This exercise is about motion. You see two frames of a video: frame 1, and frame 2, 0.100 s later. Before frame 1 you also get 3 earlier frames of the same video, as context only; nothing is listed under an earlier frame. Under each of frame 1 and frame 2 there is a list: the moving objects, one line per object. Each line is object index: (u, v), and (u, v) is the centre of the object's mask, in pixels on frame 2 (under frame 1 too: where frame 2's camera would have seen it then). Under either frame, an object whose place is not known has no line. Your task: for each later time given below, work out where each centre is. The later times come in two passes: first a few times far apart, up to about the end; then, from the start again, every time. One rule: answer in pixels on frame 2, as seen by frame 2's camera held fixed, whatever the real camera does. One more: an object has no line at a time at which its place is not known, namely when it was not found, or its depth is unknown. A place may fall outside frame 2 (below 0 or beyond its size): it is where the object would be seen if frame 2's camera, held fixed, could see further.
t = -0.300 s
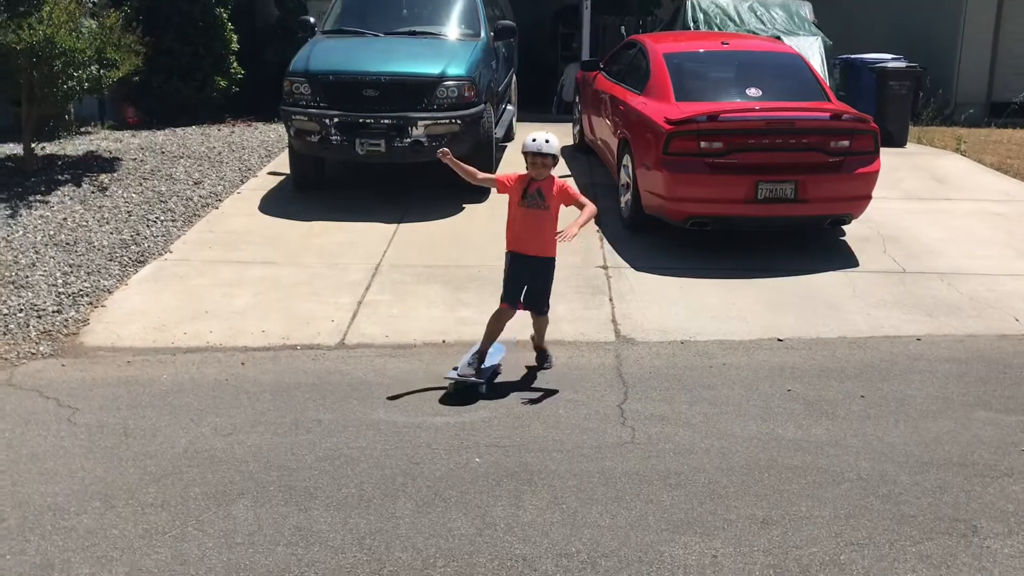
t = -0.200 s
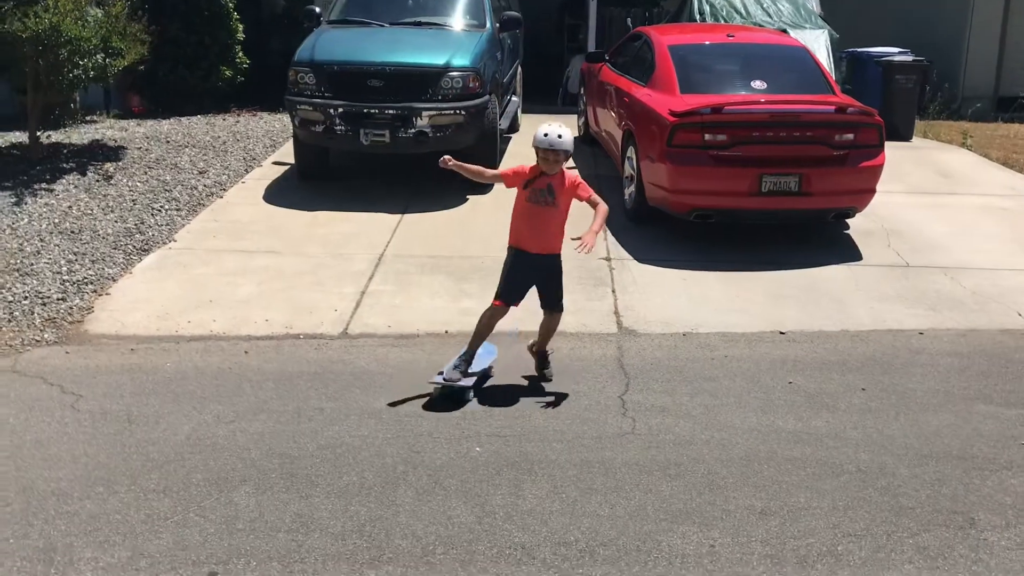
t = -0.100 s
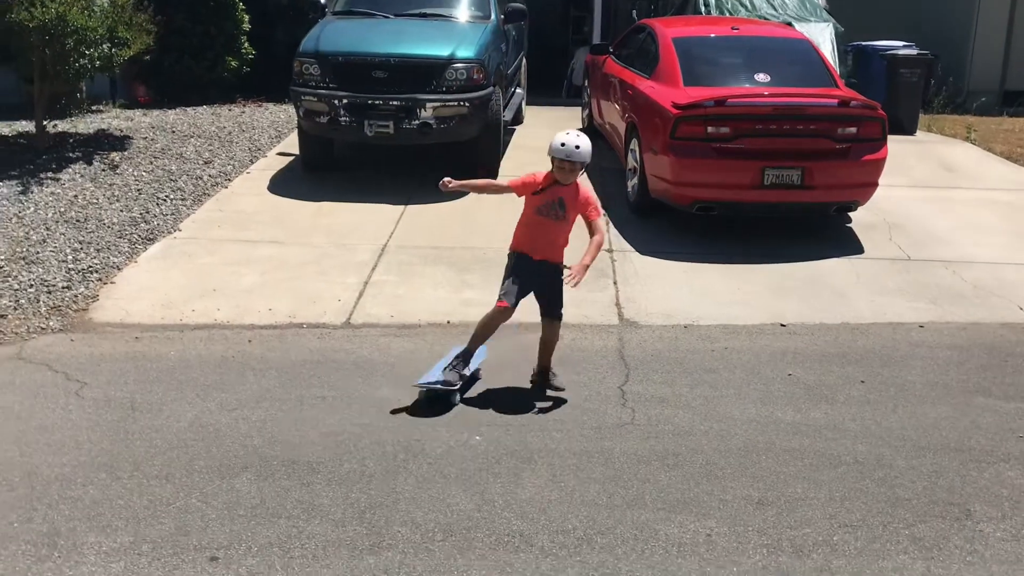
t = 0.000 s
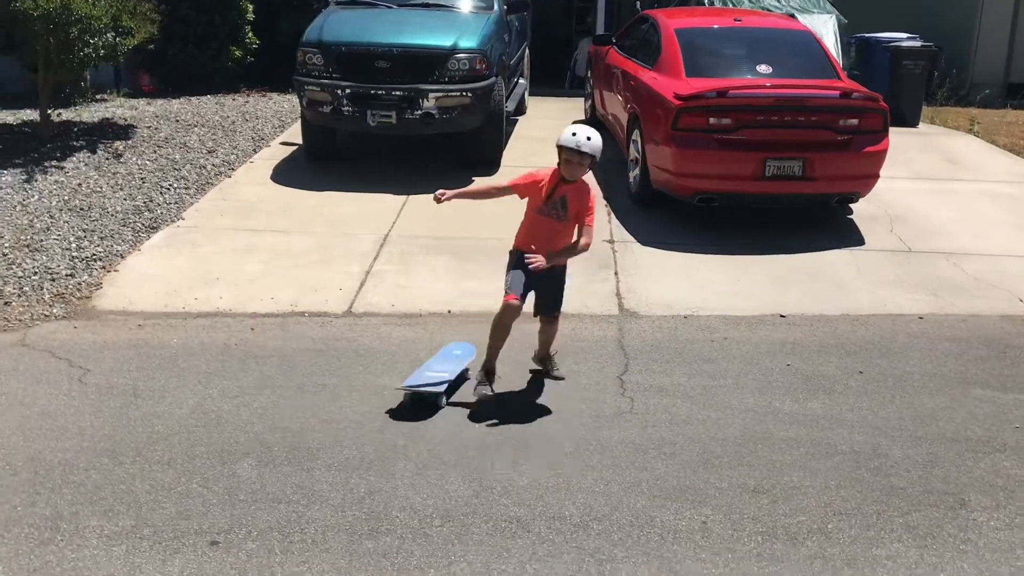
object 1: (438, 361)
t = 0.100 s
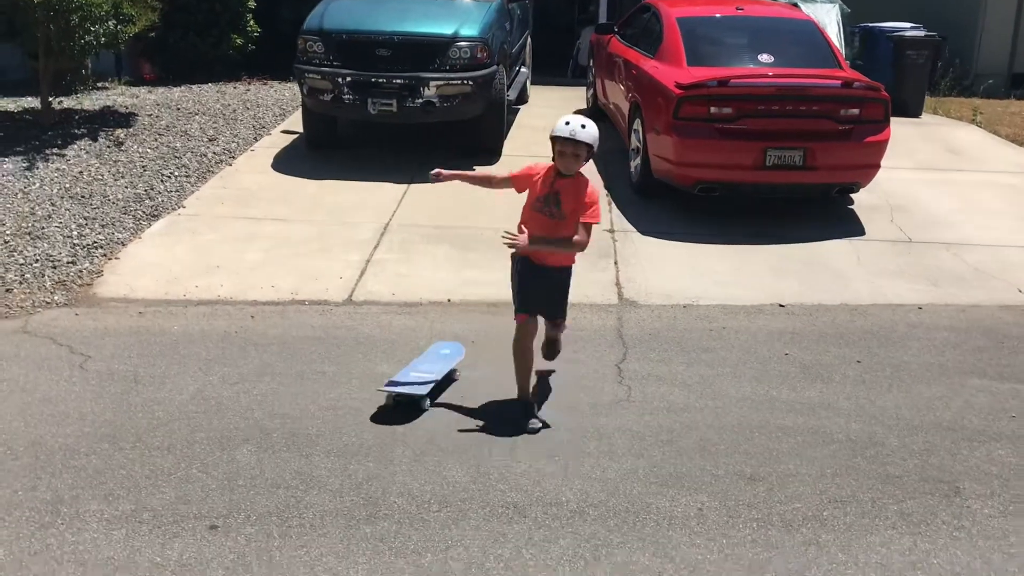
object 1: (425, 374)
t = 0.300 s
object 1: (395, 401)
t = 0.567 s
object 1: (348, 442)
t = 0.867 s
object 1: (291, 491)
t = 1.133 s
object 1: (237, 540)
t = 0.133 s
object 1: (420, 379)
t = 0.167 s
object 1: (415, 383)
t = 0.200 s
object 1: (410, 388)
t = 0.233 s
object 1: (405, 392)
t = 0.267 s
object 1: (400, 397)
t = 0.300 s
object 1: (395, 401)
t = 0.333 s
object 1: (389, 406)
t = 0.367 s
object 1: (383, 412)
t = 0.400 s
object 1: (377, 416)
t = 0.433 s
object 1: (372, 421)
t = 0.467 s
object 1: (366, 426)
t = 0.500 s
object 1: (360, 432)
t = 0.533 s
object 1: (354, 437)
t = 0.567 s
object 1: (348, 442)
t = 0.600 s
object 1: (342, 448)
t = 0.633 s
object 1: (335, 453)
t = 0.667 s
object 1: (329, 458)
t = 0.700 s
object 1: (323, 463)
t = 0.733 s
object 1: (316, 469)
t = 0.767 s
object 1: (309, 475)
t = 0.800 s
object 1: (304, 480)
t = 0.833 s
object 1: (297, 486)
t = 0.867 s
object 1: (291, 491)
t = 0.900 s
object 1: (284, 498)
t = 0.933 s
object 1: (277, 504)
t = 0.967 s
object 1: (270, 510)
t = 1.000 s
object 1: (264, 515)
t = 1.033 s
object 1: (256, 522)
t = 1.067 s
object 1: (250, 527)
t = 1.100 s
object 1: (244, 533)
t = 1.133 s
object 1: (237, 540)
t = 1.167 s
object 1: (230, 546)
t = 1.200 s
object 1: (222, 553)
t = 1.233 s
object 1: (215, 558)
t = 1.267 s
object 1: (208, 565)
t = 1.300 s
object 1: (201, 571)
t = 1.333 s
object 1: (194, 577)
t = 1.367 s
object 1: (186, 584)
